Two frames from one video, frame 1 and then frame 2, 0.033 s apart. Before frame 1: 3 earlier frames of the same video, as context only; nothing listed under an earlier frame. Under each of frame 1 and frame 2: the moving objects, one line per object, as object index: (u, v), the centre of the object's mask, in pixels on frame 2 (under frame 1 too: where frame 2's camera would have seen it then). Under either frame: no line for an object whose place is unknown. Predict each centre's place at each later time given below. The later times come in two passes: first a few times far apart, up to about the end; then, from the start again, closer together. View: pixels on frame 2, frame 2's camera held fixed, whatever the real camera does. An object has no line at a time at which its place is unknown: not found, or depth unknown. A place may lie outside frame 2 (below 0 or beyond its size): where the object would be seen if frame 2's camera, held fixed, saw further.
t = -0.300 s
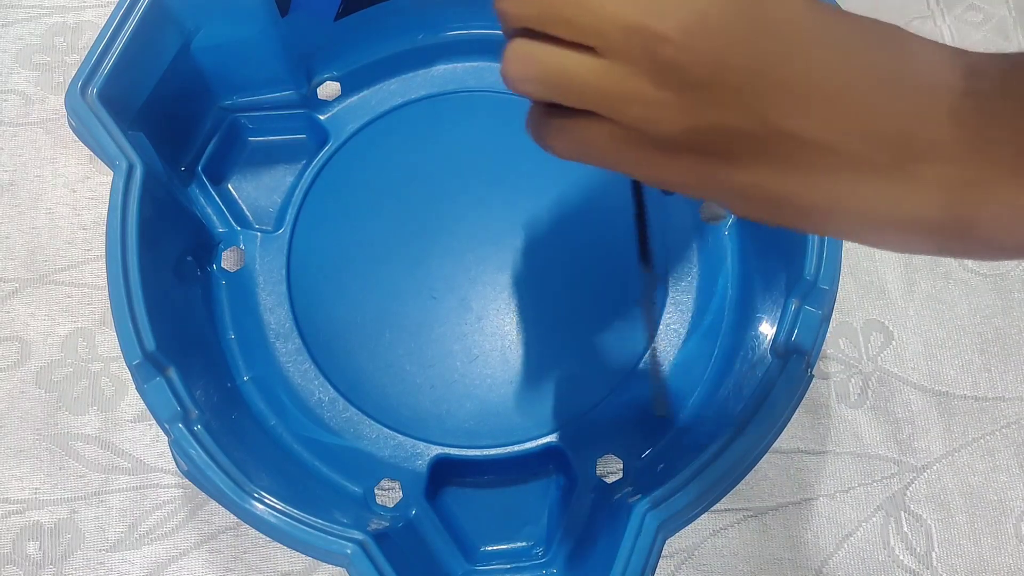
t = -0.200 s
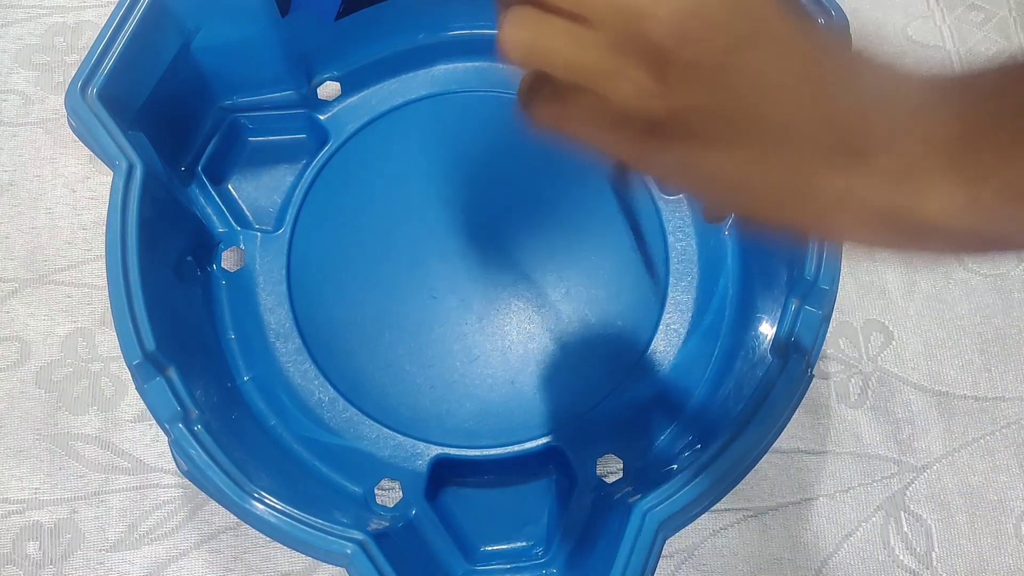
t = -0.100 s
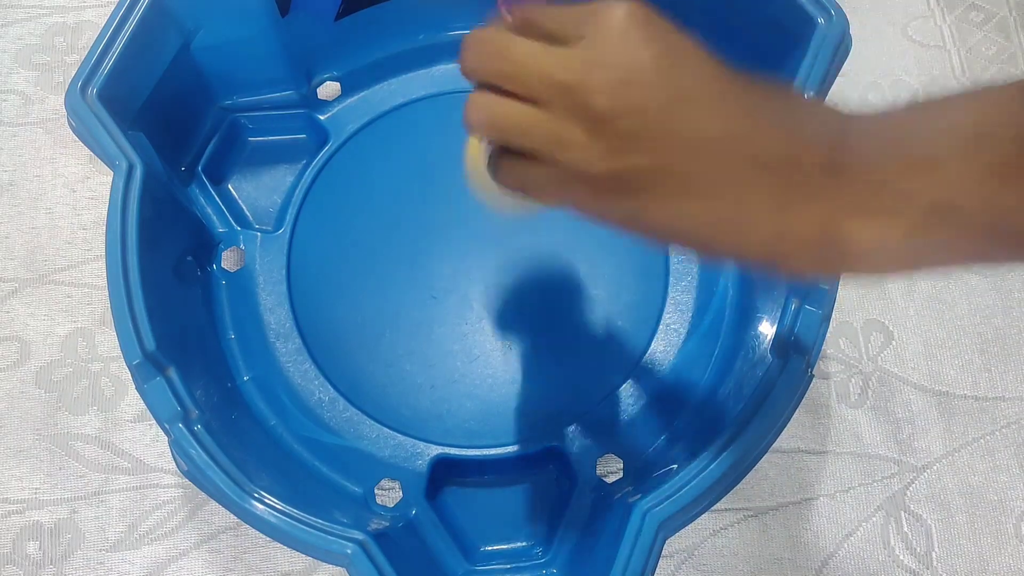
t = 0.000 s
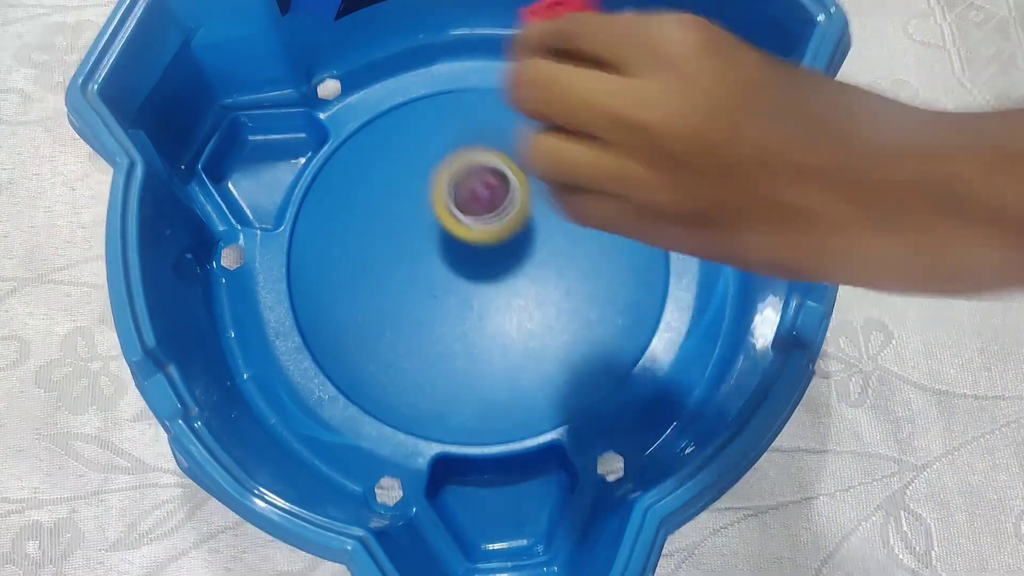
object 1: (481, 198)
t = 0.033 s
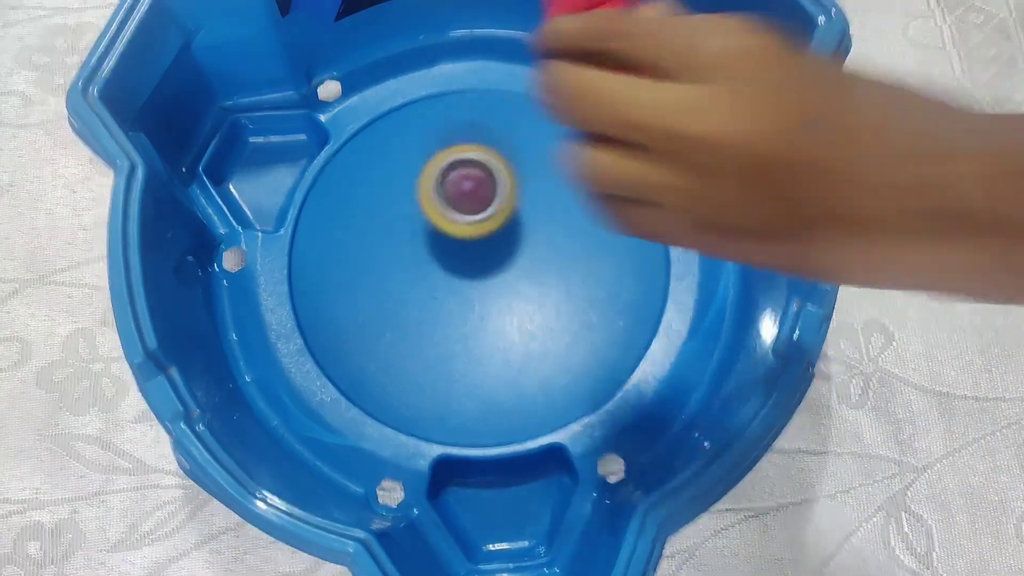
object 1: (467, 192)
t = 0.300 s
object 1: (365, 282)
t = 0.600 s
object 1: (651, 269)
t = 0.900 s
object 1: (330, 149)
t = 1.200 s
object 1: (592, 398)
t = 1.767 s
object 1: (467, 431)
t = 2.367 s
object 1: (304, 317)
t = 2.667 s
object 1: (657, 300)
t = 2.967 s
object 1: (405, 92)
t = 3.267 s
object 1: (391, 410)
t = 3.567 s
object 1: (660, 215)
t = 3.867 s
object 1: (355, 118)
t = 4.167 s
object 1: (424, 416)
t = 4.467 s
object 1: (641, 198)
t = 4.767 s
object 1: (357, 121)
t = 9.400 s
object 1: (602, 172)
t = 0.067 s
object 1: (452, 186)
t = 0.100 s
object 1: (434, 180)
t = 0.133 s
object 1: (416, 179)
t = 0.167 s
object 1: (396, 184)
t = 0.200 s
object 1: (380, 197)
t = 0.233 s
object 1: (363, 223)
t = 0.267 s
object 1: (359, 251)
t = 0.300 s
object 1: (365, 282)
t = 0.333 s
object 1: (380, 311)
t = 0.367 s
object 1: (407, 337)
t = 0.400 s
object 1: (441, 355)
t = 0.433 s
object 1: (479, 364)
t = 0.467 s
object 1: (521, 363)
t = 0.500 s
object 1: (558, 352)
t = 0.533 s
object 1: (595, 333)
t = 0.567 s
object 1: (626, 304)
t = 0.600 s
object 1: (651, 269)
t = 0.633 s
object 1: (667, 230)
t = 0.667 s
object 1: (660, 192)
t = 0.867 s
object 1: (374, 108)
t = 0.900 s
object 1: (330, 149)
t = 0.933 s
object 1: (304, 191)
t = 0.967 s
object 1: (290, 242)
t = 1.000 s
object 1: (297, 297)
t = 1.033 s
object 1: (318, 347)
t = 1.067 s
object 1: (359, 393)
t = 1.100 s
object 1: (412, 423)
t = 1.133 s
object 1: (479, 431)
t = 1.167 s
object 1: (539, 422)
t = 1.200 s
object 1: (592, 398)
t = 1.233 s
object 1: (637, 351)
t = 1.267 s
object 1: (662, 295)
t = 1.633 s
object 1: (292, 284)
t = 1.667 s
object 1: (313, 338)
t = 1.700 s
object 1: (352, 385)
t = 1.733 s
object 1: (405, 417)
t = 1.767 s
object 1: (467, 431)
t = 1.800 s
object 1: (527, 424)
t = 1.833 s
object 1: (582, 402)
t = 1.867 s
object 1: (626, 361)
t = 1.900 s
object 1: (655, 310)
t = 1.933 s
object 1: (665, 257)
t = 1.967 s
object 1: (658, 207)
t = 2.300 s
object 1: (294, 228)
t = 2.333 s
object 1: (294, 273)
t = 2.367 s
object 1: (304, 317)
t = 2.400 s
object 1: (325, 360)
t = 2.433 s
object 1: (359, 392)
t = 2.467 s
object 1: (405, 418)
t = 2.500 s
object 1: (457, 429)
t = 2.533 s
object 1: (508, 428)
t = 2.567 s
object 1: (559, 411)
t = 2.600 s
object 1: (602, 383)
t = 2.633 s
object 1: (636, 346)
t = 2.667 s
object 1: (657, 300)
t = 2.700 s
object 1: (664, 254)
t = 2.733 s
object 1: (659, 210)
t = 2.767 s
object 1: (640, 165)
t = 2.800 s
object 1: (613, 131)
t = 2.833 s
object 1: (575, 102)
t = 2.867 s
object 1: (532, 84)
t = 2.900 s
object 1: (488, 77)
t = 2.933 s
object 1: (443, 80)
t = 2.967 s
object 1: (405, 92)
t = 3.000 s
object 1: (368, 113)
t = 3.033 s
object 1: (337, 144)
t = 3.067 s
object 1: (313, 178)
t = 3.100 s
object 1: (296, 218)
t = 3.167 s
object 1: (299, 305)
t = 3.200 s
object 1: (318, 346)
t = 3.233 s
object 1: (350, 383)
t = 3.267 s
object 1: (391, 410)
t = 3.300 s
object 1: (438, 424)
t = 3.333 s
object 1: (491, 427)
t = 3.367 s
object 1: (538, 417)
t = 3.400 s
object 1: (581, 399)
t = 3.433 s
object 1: (618, 367)
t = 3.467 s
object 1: (644, 333)
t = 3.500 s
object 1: (659, 295)
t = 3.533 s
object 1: (665, 254)
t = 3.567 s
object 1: (660, 215)
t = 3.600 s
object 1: (645, 177)
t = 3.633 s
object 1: (620, 141)
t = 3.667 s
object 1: (591, 113)
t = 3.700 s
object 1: (555, 91)
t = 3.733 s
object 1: (513, 77)
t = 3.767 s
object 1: (470, 75)
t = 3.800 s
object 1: (428, 82)
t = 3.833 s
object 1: (390, 96)
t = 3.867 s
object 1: (355, 118)
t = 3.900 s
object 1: (326, 149)
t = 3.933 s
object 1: (305, 184)
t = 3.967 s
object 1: (293, 223)
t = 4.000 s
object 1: (293, 269)
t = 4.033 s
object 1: (302, 308)
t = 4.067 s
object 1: (321, 347)
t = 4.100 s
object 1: (349, 379)
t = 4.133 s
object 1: (384, 403)
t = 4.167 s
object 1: (424, 416)
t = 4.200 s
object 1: (467, 419)
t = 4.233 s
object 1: (510, 412)
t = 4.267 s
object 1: (551, 395)
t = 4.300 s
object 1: (584, 373)
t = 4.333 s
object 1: (613, 342)
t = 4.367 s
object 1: (633, 308)
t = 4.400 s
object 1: (644, 273)
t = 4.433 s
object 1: (647, 235)
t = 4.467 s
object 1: (641, 198)
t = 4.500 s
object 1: (627, 162)
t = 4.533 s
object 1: (605, 130)
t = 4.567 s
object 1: (577, 102)
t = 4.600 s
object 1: (544, 84)
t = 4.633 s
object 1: (501, 77)
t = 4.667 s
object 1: (460, 77)
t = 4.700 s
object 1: (423, 85)
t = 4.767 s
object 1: (357, 121)
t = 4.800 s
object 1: (334, 149)
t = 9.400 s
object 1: (602, 172)
